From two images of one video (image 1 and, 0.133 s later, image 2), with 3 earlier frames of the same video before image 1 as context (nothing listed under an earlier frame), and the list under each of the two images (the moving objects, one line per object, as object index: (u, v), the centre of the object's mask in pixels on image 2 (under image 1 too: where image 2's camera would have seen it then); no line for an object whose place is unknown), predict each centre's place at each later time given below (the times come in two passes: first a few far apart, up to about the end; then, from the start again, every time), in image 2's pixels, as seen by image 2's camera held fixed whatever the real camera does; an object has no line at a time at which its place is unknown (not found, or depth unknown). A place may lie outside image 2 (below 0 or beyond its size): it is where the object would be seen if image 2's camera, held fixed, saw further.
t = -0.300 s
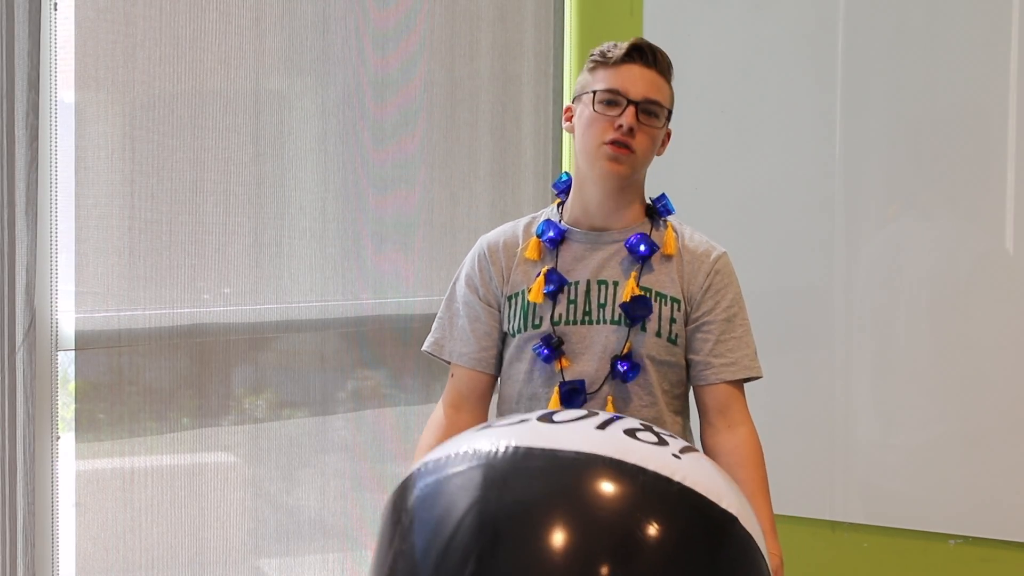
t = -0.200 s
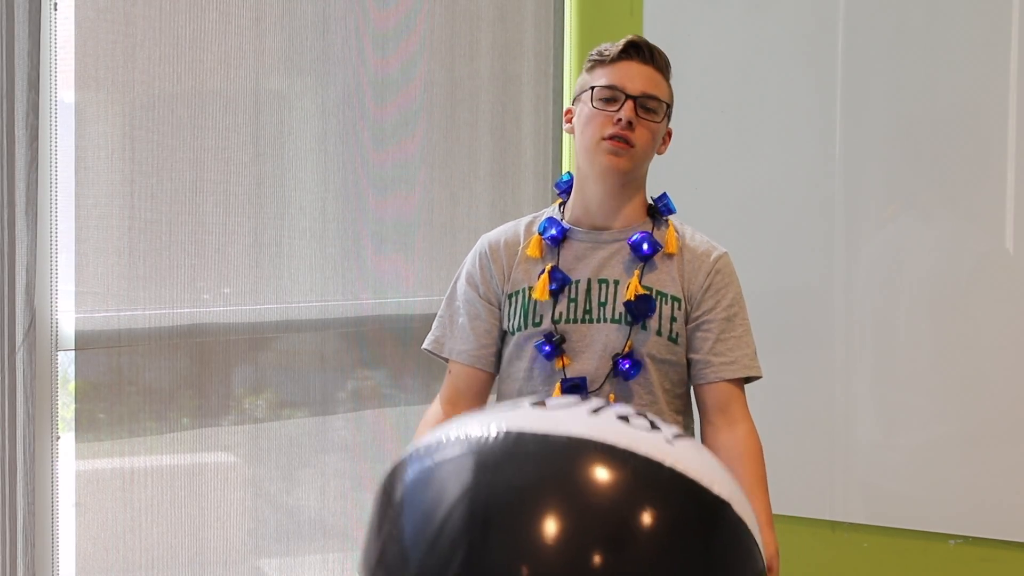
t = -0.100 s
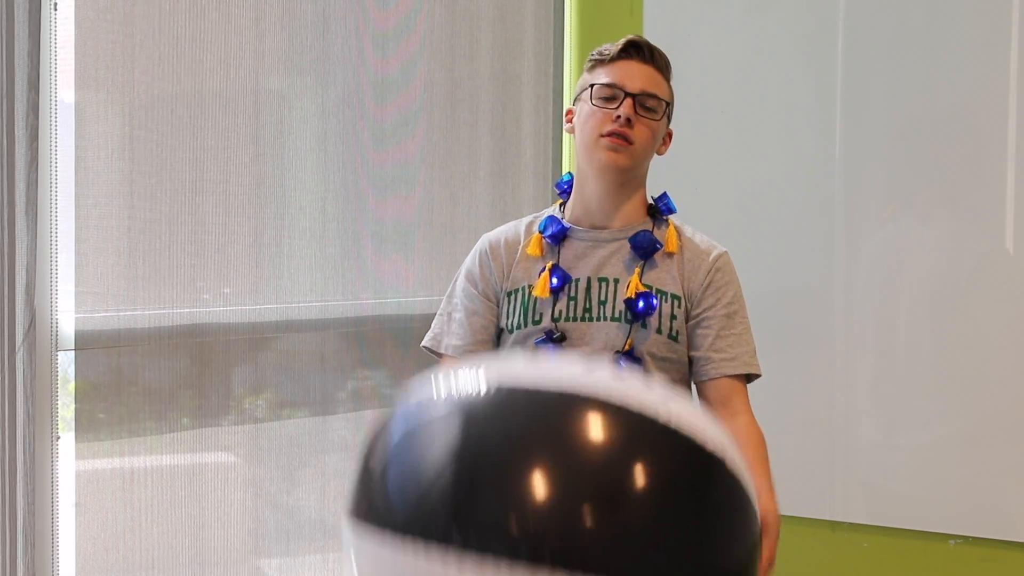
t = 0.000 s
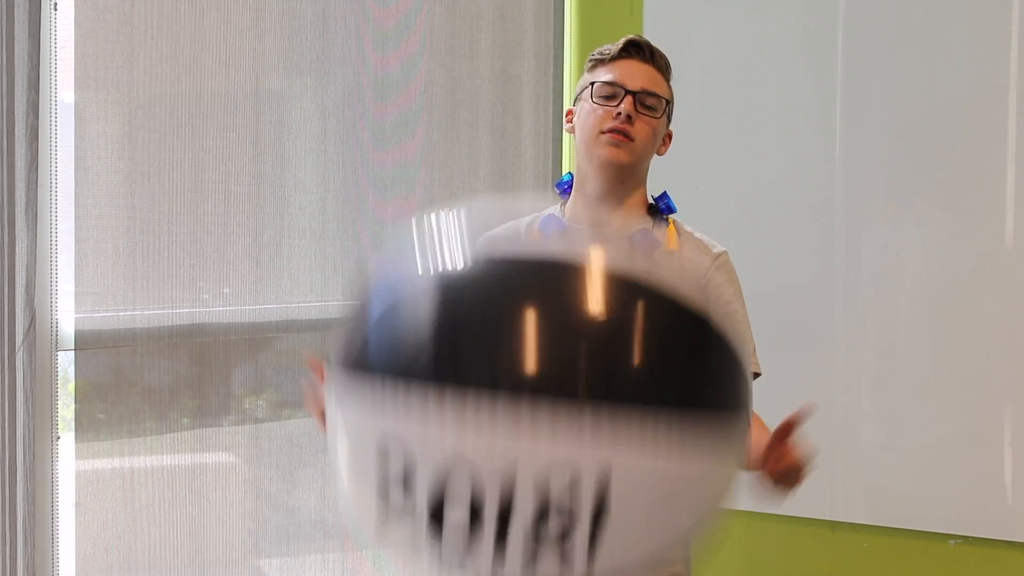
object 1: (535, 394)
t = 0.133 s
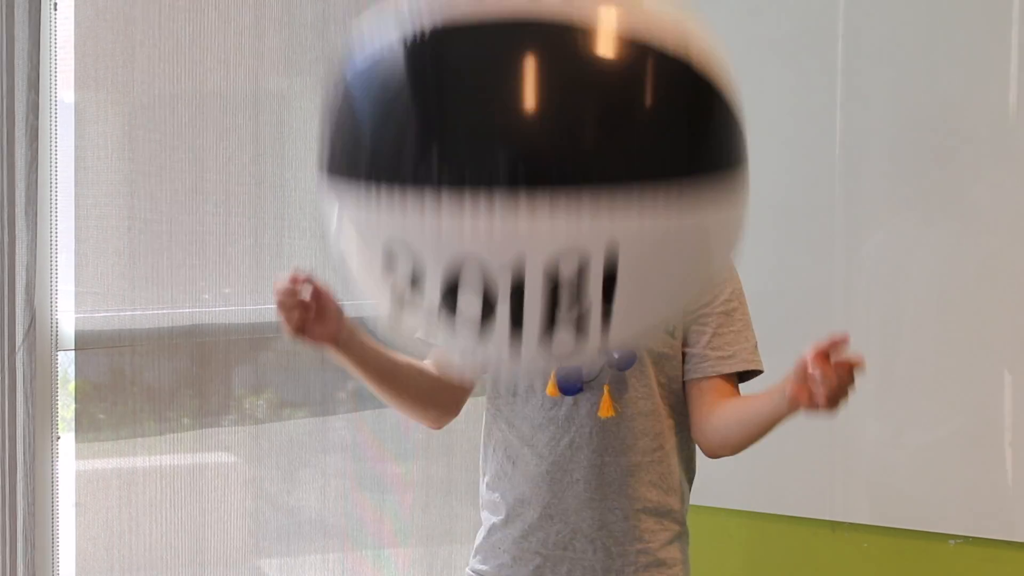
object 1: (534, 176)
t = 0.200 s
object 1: (531, 123)
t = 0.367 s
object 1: (529, 52)
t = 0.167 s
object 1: (534, 146)
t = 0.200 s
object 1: (531, 123)
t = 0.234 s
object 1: (529, 104)
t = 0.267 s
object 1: (531, 87)
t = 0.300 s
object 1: (531, 75)
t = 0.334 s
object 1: (529, 63)
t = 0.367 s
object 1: (529, 52)
